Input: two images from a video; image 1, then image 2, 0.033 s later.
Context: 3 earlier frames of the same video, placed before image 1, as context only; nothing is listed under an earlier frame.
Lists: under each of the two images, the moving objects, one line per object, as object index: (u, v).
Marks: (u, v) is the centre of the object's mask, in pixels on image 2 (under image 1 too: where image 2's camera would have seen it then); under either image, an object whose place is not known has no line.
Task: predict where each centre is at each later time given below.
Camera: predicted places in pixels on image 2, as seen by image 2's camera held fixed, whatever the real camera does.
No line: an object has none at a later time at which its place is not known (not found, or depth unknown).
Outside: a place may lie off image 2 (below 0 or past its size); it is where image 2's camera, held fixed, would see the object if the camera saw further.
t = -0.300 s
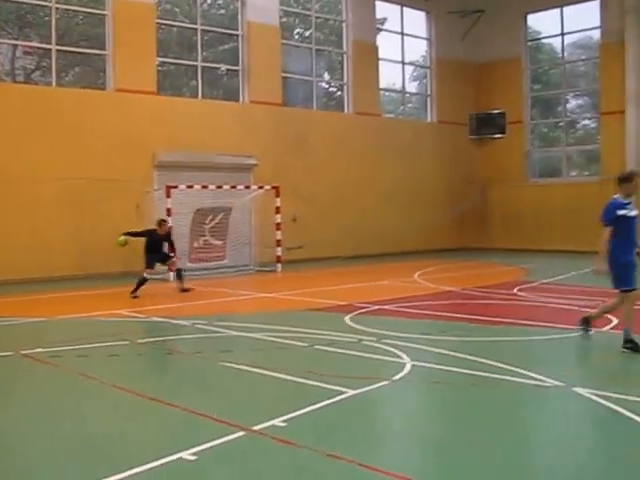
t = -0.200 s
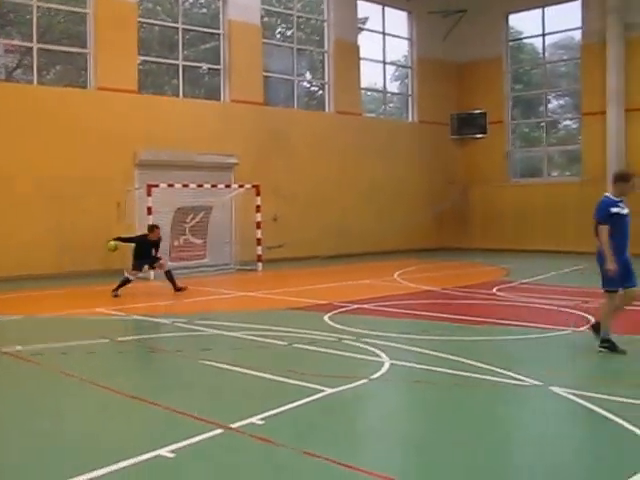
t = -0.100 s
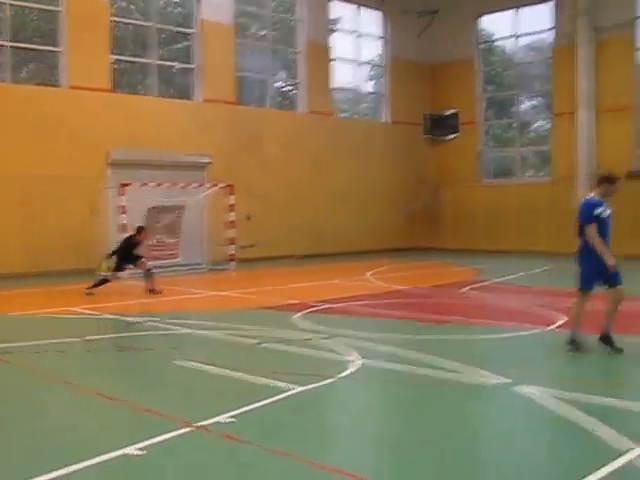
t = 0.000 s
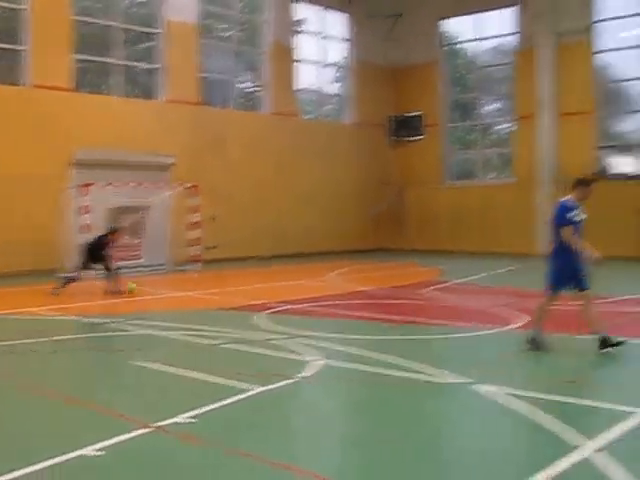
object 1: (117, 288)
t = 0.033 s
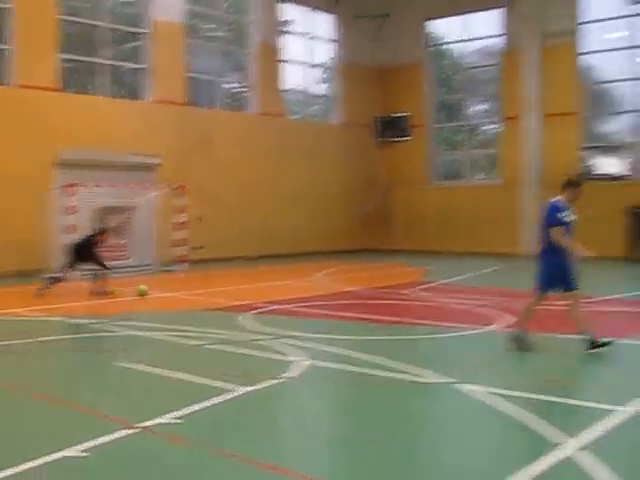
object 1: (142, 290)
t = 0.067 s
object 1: (166, 287)
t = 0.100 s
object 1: (190, 285)
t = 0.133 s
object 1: (211, 284)
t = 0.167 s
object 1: (233, 284)
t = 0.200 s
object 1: (256, 284)
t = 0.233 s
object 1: (276, 285)
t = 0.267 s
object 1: (298, 288)
